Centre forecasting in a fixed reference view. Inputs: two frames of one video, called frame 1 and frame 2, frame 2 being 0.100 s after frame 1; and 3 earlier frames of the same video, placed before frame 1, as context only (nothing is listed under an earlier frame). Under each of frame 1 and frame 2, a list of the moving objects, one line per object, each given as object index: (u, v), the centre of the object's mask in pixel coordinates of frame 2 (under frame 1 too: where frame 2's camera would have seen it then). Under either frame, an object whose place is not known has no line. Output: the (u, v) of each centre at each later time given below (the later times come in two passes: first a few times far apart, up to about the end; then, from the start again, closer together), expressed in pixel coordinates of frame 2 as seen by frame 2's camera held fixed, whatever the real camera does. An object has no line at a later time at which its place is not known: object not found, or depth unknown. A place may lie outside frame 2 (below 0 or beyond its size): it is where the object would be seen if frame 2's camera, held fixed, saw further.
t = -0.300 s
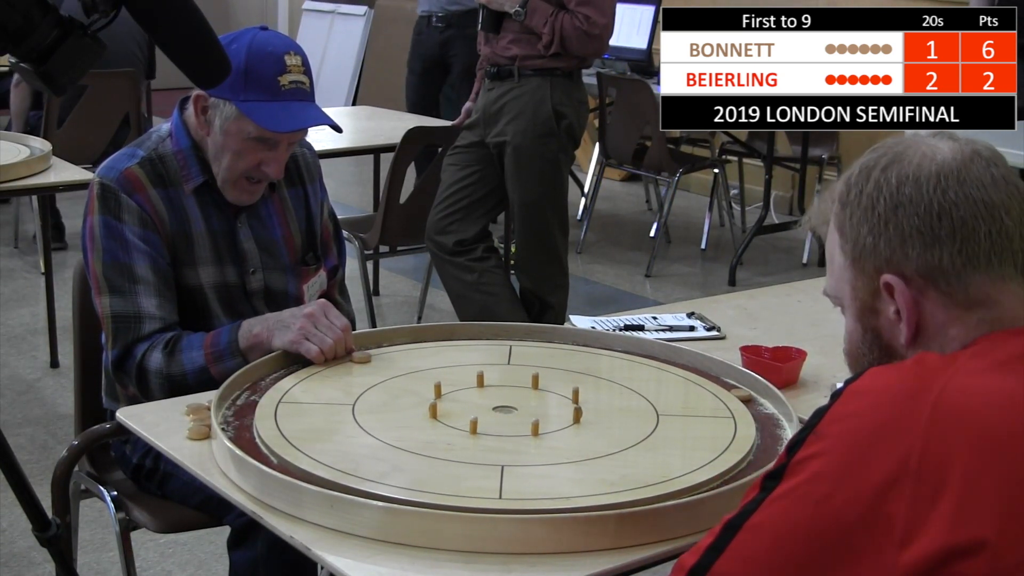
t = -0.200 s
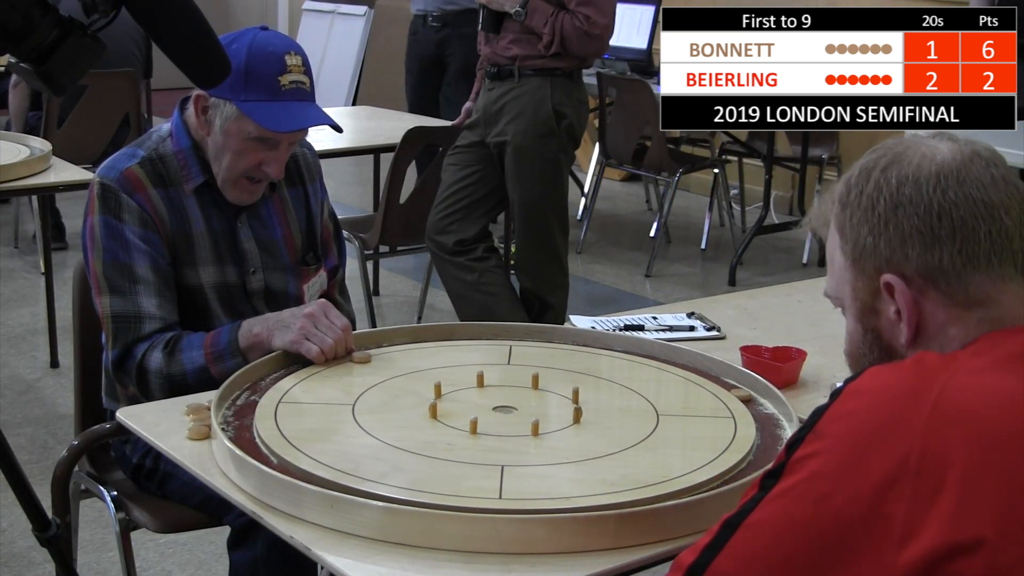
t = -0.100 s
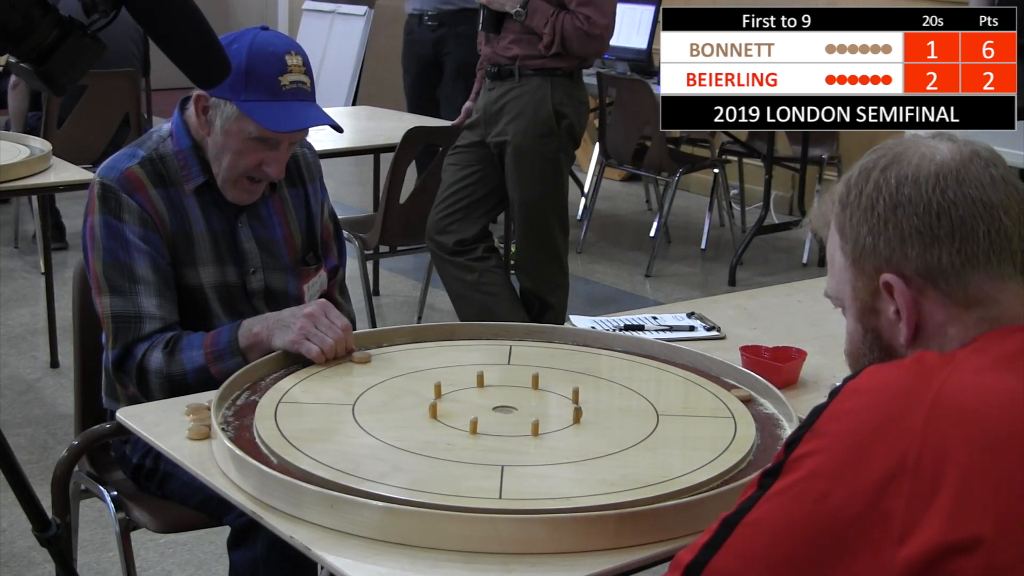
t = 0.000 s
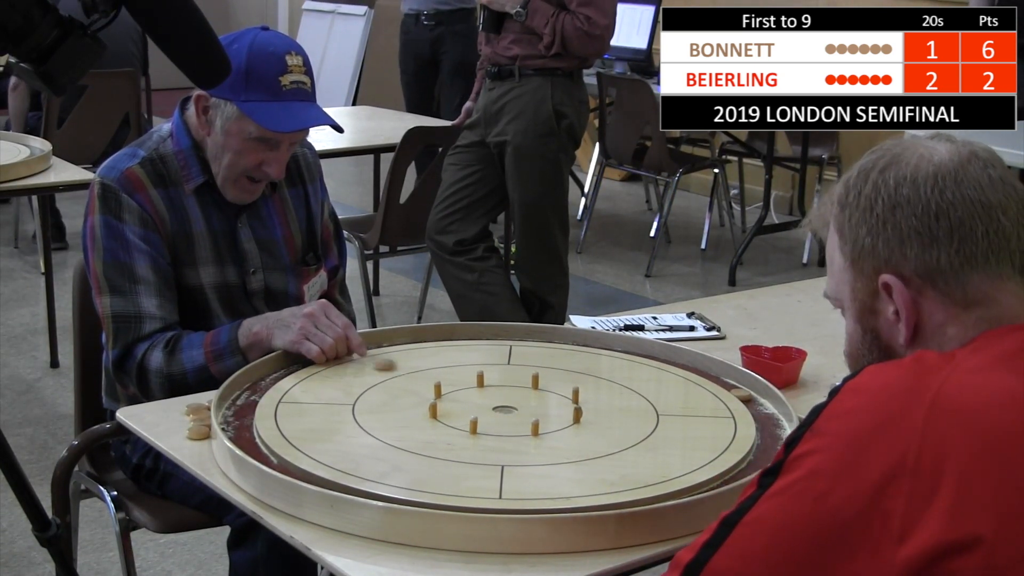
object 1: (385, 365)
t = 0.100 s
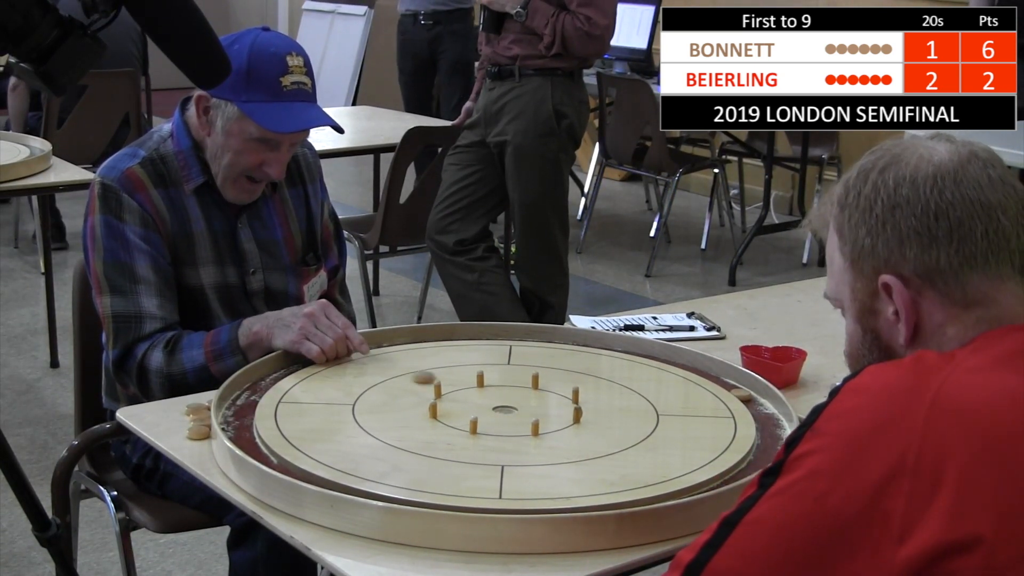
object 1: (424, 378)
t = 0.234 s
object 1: (468, 392)
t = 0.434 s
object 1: (507, 408)
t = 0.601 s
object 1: (505, 407)
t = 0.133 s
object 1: (436, 382)
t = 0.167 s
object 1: (448, 385)
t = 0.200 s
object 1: (458, 389)
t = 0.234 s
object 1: (468, 392)
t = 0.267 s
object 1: (478, 395)
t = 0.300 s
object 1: (488, 398)
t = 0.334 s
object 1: (495, 401)
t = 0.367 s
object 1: (502, 404)
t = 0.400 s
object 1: (507, 406)
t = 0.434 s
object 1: (507, 408)
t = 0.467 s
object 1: (507, 409)
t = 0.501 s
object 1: (506, 409)
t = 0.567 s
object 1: (506, 408)
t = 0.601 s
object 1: (505, 407)
